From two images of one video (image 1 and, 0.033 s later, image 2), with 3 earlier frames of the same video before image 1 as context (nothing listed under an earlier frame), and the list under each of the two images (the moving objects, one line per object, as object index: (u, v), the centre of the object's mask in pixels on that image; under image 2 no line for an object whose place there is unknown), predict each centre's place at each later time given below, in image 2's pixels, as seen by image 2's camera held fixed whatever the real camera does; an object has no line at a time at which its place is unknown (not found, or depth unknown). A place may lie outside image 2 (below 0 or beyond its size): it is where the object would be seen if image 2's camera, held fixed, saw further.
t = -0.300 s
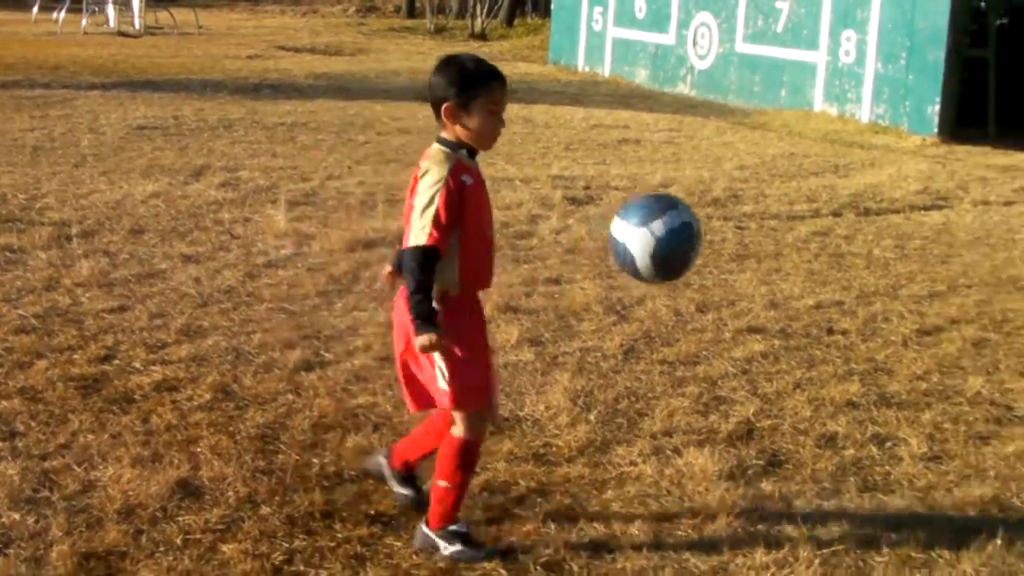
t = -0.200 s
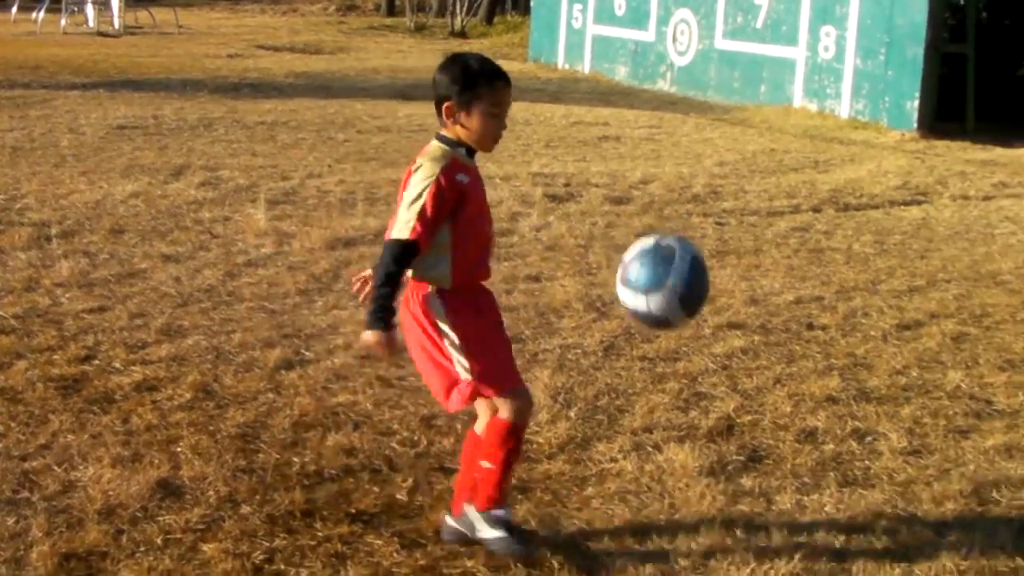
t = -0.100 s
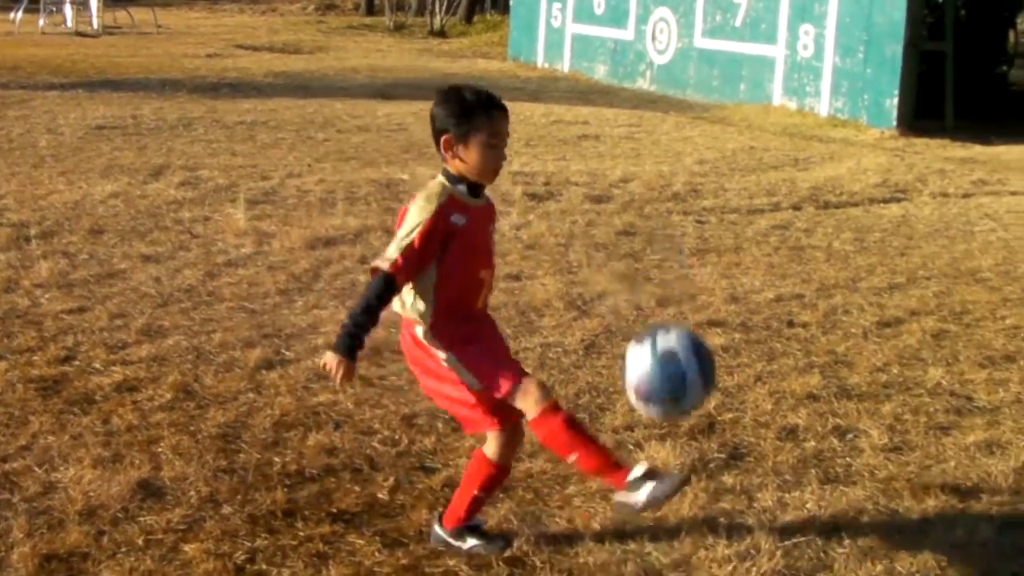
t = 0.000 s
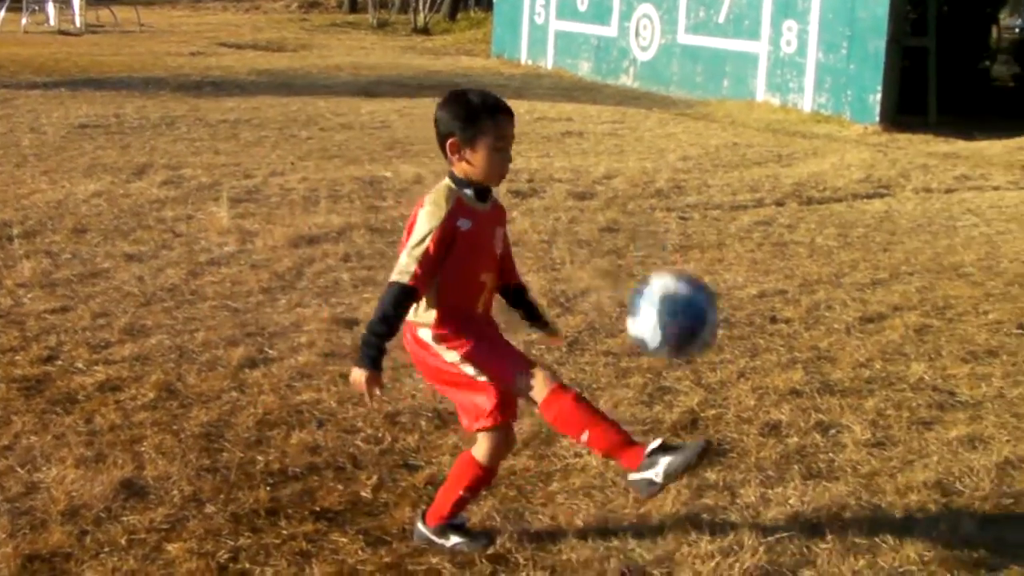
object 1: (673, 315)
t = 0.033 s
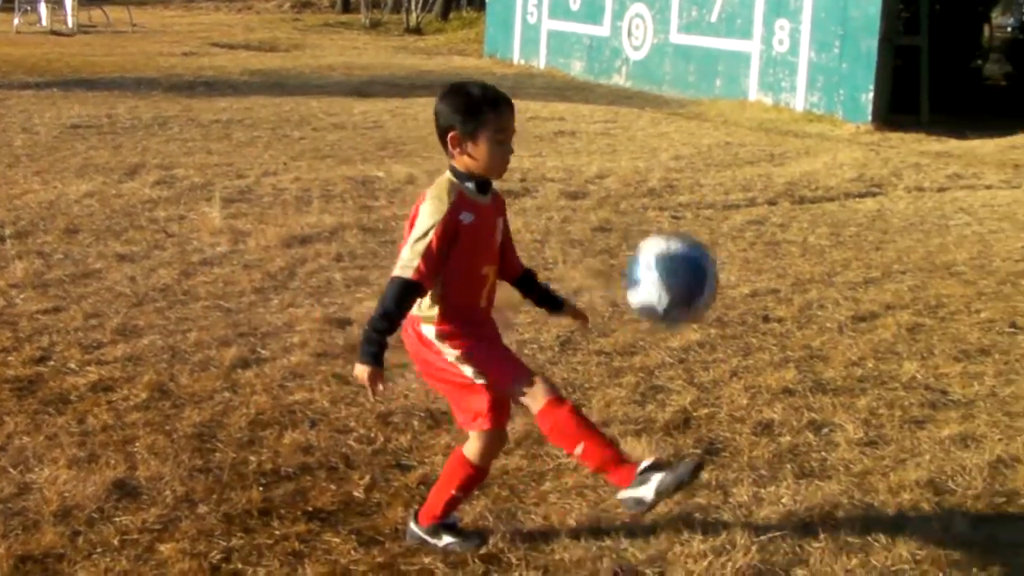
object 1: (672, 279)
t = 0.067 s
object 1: (677, 246)
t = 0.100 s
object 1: (683, 217)
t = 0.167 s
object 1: (693, 171)
